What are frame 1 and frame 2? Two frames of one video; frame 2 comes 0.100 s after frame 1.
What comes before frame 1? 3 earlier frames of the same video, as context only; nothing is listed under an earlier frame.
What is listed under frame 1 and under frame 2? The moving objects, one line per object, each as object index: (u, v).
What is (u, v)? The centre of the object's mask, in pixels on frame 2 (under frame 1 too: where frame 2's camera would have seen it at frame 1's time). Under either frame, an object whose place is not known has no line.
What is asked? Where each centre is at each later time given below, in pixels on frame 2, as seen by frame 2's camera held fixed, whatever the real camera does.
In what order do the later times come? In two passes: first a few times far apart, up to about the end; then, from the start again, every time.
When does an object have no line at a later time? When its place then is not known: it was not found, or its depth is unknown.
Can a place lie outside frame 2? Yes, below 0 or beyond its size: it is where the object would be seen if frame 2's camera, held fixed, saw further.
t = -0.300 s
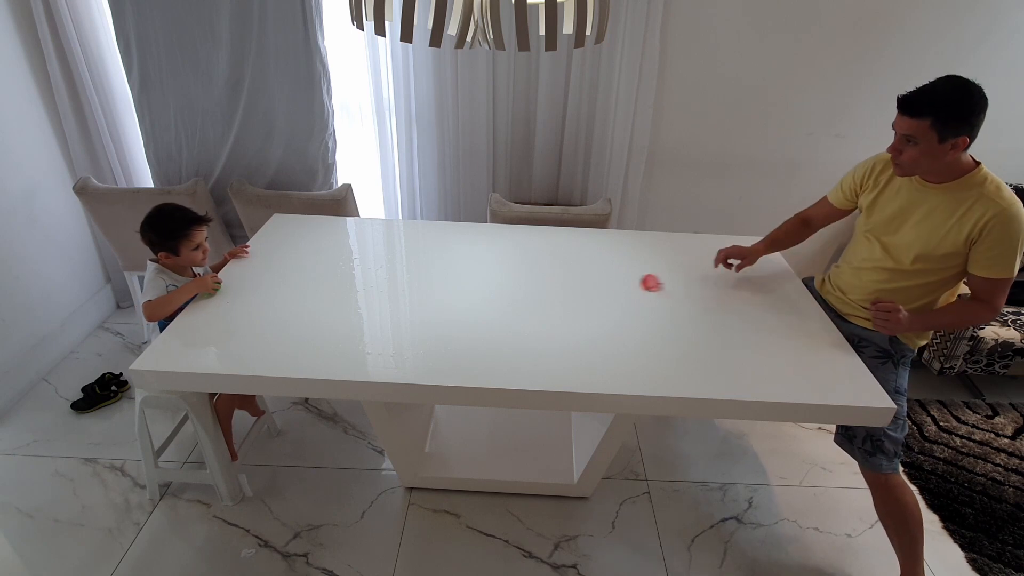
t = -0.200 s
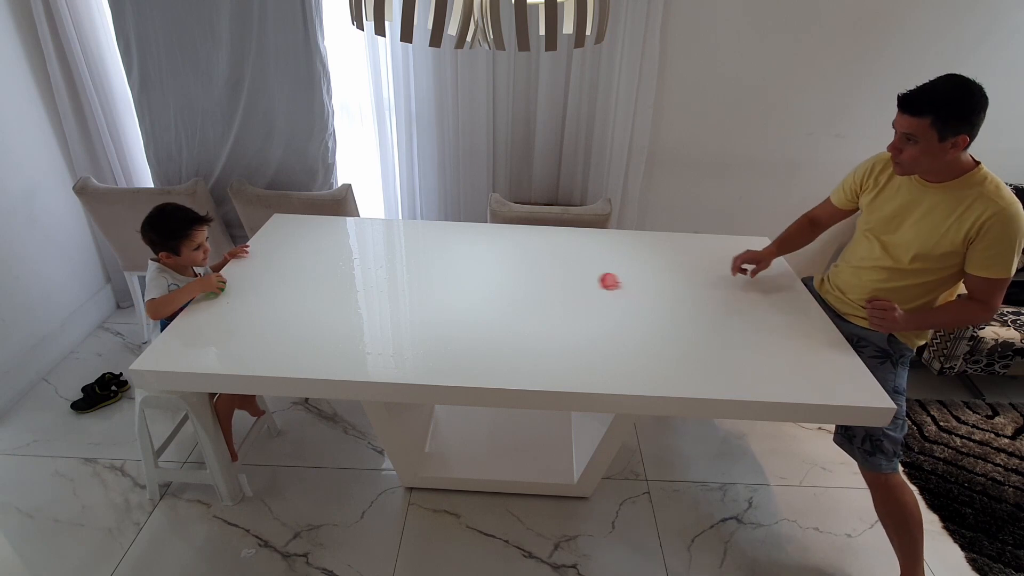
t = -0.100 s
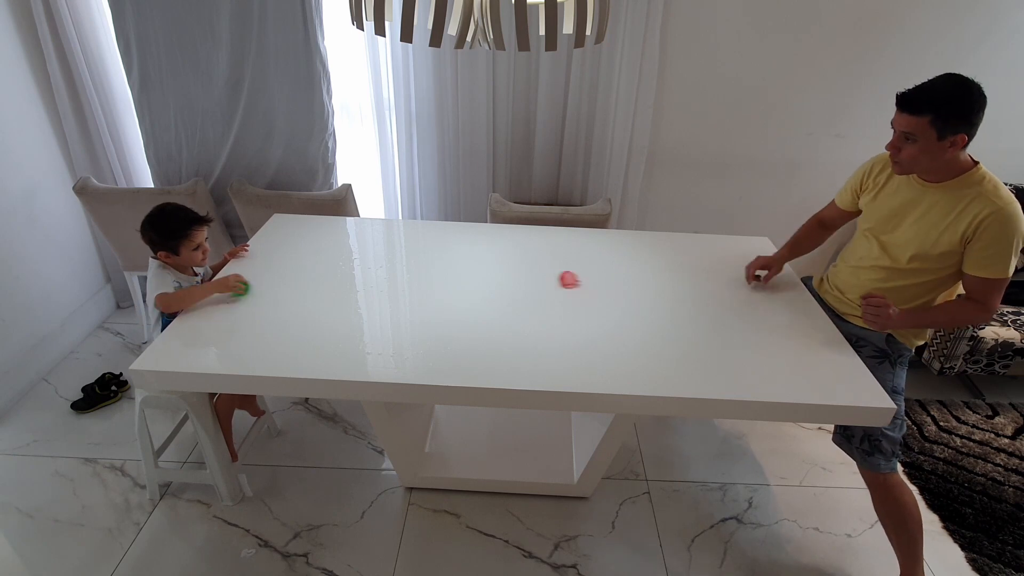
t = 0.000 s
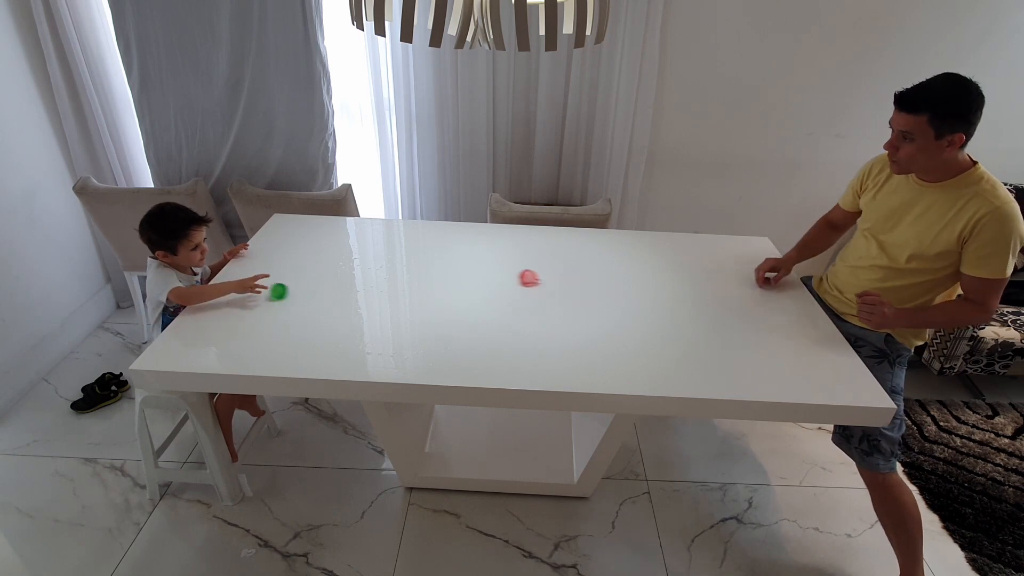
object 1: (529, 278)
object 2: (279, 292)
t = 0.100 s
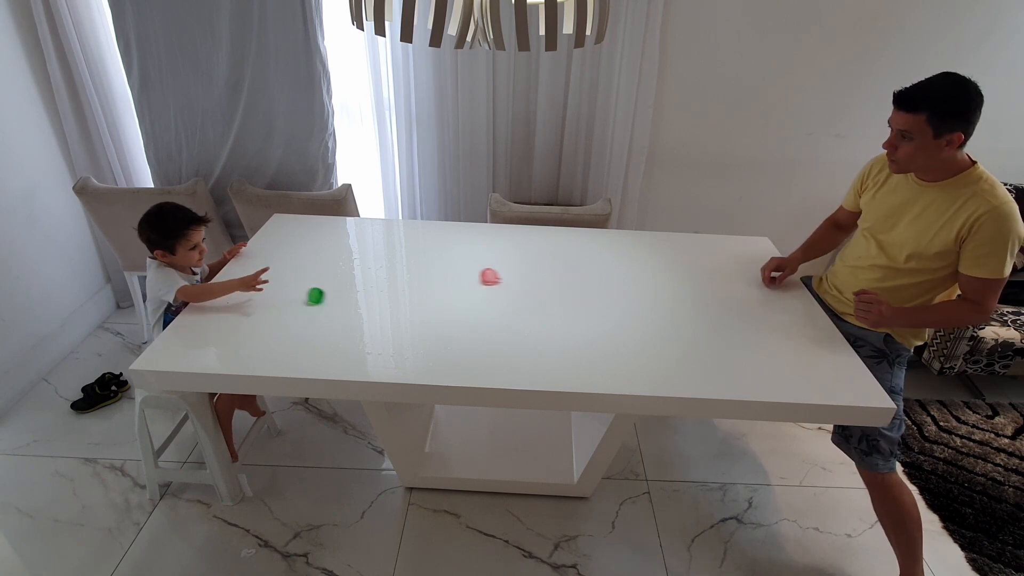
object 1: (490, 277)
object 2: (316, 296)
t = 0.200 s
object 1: (452, 276)
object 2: (352, 301)
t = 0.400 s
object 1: (378, 274)
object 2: (426, 310)
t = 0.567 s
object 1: (319, 272)
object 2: (486, 317)
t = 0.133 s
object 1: (477, 277)
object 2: (328, 298)
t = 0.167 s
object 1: (464, 276)
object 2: (340, 299)
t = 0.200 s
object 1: (452, 276)
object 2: (352, 301)
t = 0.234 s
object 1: (439, 276)
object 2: (365, 302)
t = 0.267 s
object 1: (426, 275)
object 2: (377, 304)
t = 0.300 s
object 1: (414, 275)
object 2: (389, 305)
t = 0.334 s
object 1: (402, 275)
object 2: (401, 306)
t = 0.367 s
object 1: (390, 274)
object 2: (414, 308)
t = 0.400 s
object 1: (378, 274)
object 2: (426, 310)
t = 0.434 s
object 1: (365, 274)
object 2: (438, 311)
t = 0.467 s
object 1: (353, 273)
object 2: (450, 313)
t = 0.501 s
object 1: (342, 273)
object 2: (463, 314)
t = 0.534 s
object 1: (330, 273)
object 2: (474, 316)
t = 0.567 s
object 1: (319, 272)
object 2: (486, 317)
